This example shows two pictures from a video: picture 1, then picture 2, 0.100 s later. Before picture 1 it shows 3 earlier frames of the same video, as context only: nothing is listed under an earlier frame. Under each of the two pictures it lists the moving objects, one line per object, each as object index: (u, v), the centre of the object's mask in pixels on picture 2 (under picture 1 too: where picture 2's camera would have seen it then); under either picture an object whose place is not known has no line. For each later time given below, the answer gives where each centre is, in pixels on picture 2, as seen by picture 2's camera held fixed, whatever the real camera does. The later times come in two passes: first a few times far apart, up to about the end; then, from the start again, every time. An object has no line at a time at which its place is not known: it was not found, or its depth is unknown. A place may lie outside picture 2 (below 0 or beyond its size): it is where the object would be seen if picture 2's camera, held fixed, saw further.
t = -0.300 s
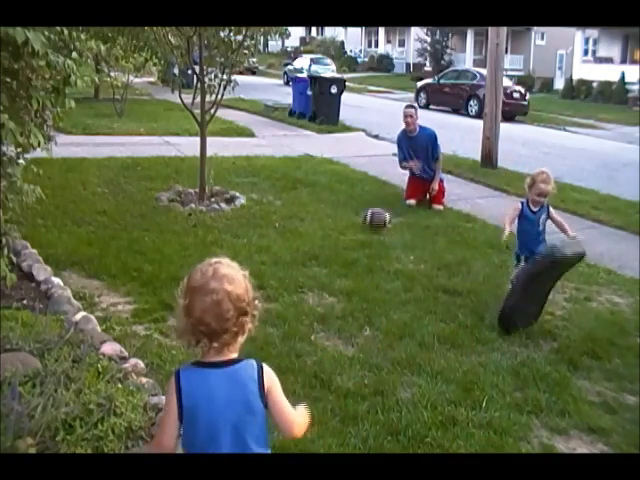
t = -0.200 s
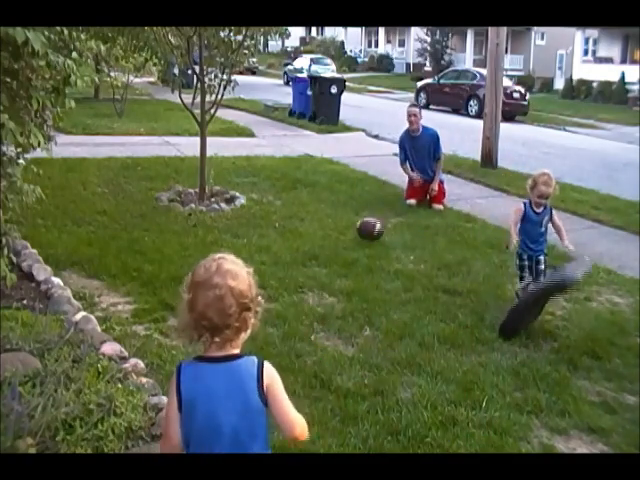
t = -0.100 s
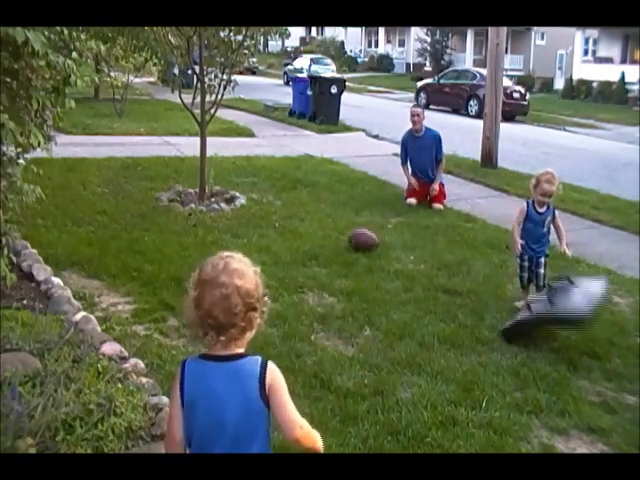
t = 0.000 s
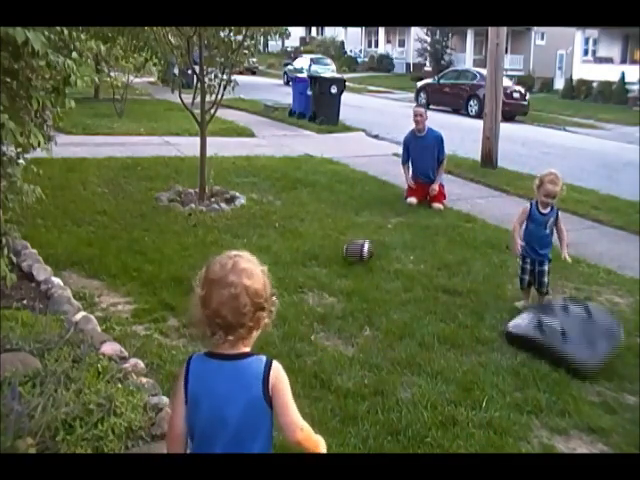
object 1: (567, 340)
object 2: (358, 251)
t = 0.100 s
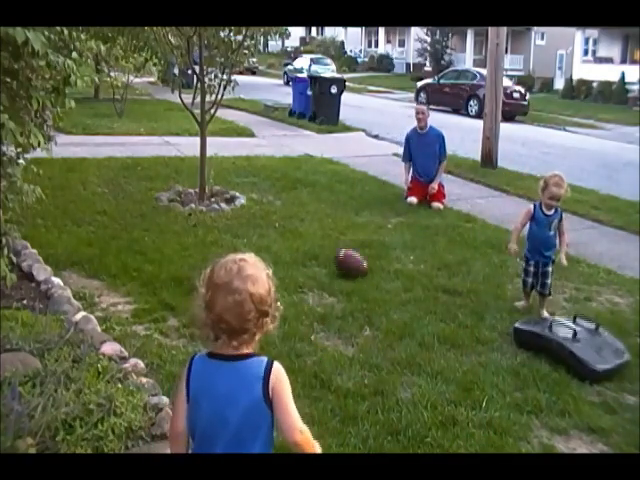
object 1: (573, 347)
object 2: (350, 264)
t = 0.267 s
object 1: (575, 347)
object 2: (340, 289)
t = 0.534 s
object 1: (575, 347)
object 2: (321, 321)
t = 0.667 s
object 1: (575, 347)
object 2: (315, 359)
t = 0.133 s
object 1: (574, 347)
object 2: (347, 268)
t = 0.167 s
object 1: (575, 346)
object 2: (345, 274)
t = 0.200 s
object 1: (575, 347)
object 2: (342, 279)
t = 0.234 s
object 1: (576, 349)
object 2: (342, 283)
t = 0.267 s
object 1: (575, 347)
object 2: (340, 289)
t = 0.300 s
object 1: (575, 347)
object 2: (337, 294)
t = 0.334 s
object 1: (575, 347)
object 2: (333, 298)
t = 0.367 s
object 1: (575, 347)
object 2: (329, 302)
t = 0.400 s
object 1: (575, 347)
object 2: (325, 309)
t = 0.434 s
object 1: (575, 347)
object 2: (323, 315)
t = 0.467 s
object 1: (575, 347)
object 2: (322, 316)
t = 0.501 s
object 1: (575, 347)
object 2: (322, 317)
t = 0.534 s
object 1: (575, 347)
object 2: (321, 321)
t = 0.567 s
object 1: (575, 347)
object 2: (320, 327)
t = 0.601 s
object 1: (575, 347)
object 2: (319, 337)
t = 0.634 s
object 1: (575, 347)
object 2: (317, 347)
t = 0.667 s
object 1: (575, 347)
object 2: (315, 359)
